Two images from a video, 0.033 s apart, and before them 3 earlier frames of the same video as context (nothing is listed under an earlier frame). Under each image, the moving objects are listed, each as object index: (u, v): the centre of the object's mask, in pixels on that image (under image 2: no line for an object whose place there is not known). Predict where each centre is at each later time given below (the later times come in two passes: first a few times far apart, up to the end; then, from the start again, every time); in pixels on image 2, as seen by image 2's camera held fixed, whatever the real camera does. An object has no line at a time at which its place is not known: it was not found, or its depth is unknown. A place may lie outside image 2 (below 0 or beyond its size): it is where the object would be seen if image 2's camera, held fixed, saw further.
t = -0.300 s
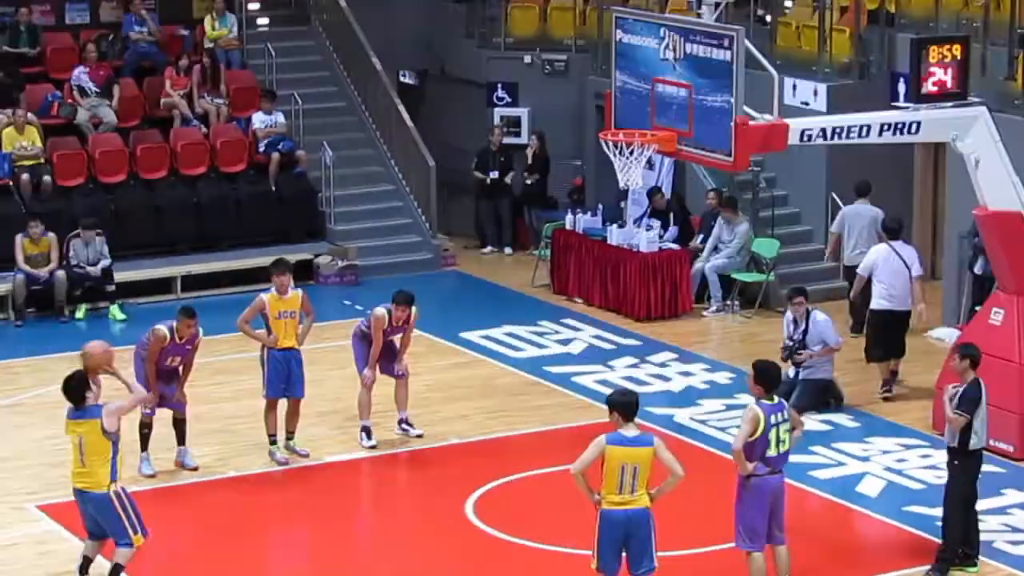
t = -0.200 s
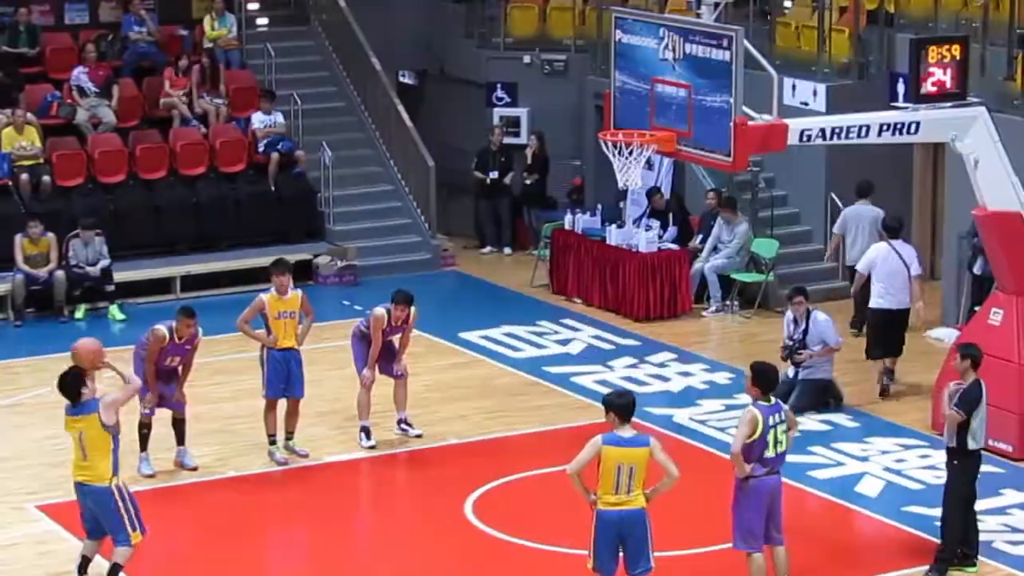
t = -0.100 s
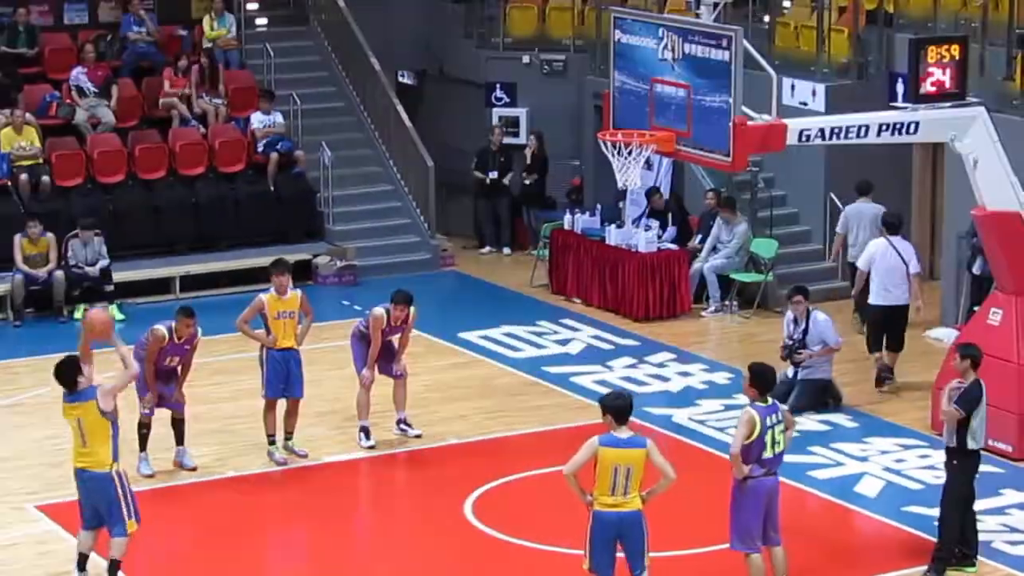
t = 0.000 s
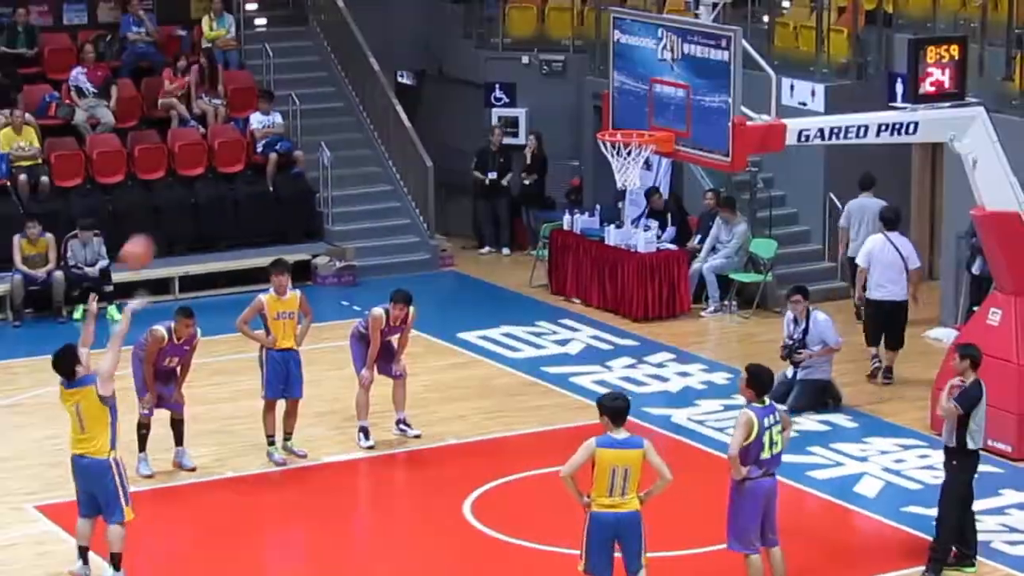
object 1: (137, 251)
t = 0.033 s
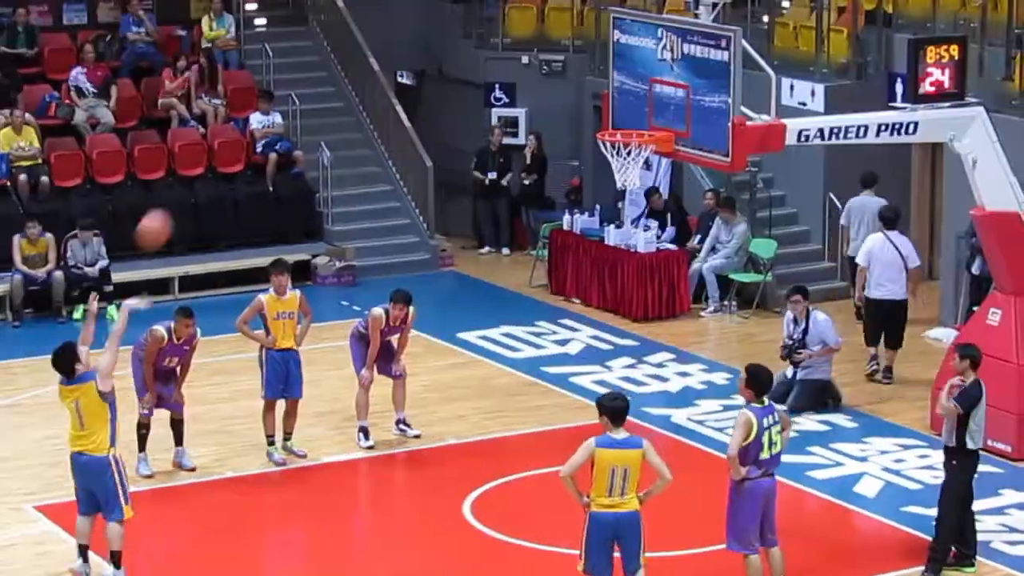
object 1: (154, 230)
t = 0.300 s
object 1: (298, 80)
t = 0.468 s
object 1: (384, 37)
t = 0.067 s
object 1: (172, 205)
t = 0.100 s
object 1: (190, 184)
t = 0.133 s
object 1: (208, 162)
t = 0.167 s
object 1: (226, 144)
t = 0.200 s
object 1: (242, 125)
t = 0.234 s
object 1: (262, 106)
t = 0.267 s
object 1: (280, 92)
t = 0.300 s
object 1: (298, 80)
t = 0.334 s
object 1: (314, 69)
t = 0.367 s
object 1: (332, 60)
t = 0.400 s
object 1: (350, 50)
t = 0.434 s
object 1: (367, 43)
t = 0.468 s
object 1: (384, 37)
